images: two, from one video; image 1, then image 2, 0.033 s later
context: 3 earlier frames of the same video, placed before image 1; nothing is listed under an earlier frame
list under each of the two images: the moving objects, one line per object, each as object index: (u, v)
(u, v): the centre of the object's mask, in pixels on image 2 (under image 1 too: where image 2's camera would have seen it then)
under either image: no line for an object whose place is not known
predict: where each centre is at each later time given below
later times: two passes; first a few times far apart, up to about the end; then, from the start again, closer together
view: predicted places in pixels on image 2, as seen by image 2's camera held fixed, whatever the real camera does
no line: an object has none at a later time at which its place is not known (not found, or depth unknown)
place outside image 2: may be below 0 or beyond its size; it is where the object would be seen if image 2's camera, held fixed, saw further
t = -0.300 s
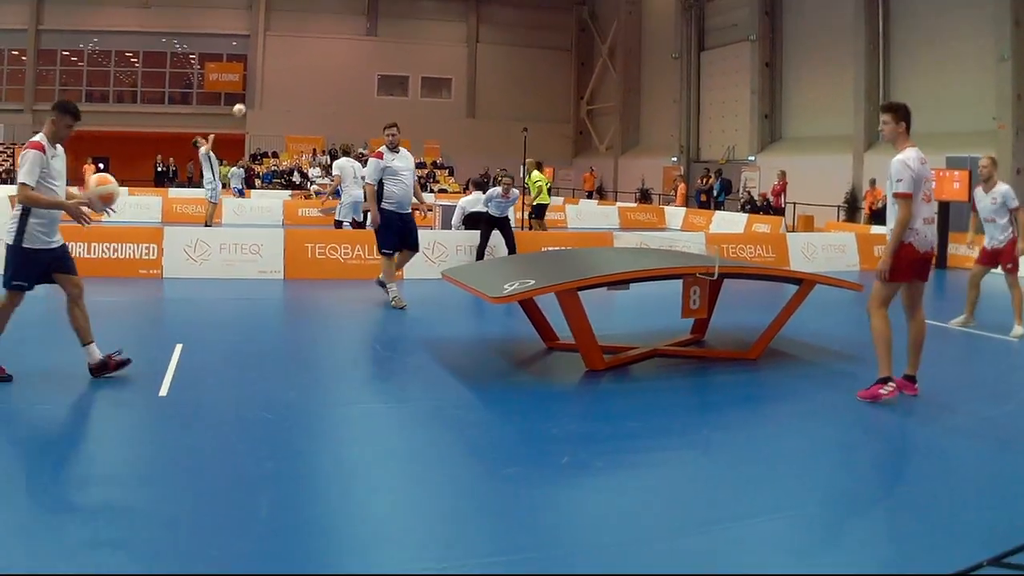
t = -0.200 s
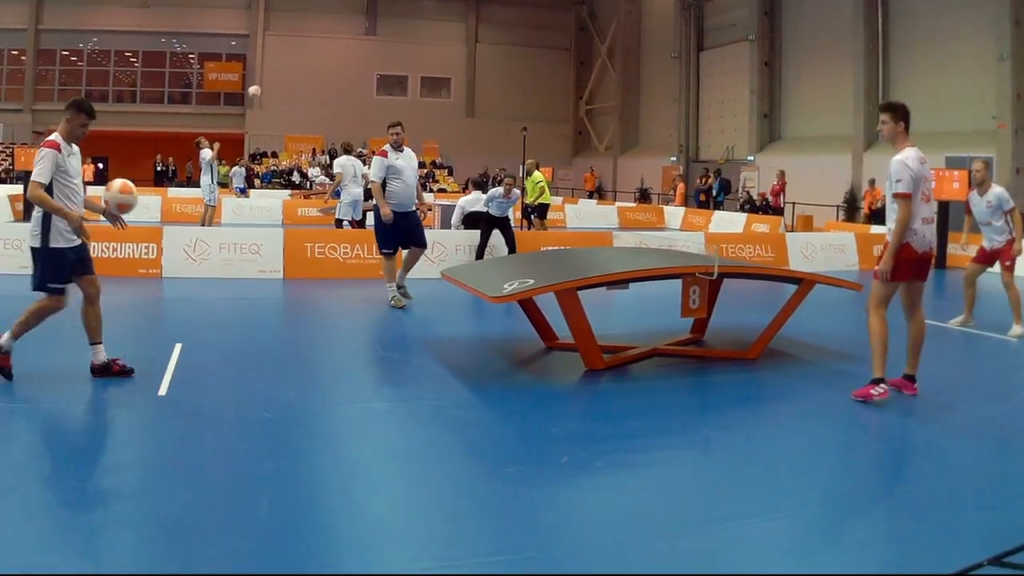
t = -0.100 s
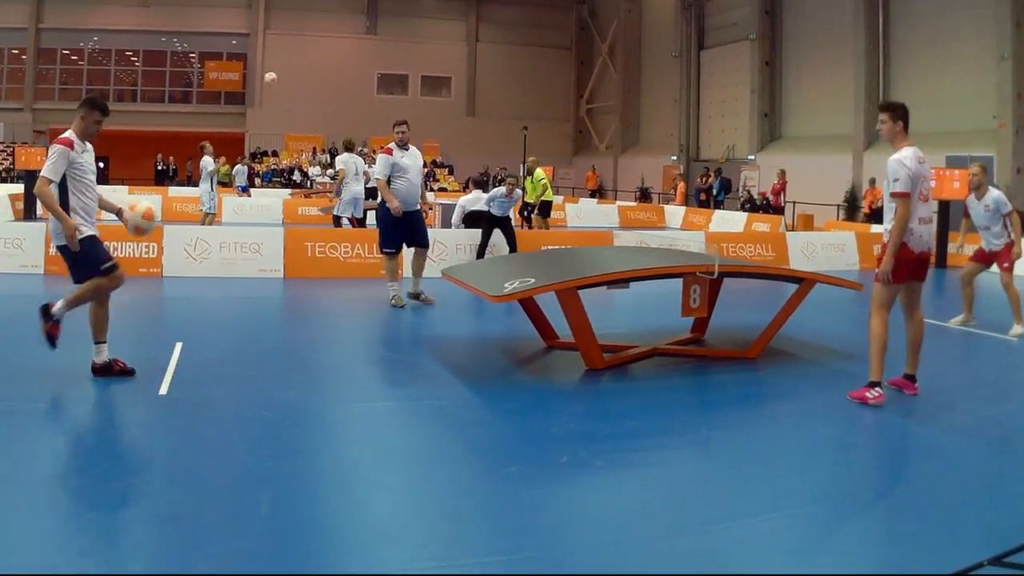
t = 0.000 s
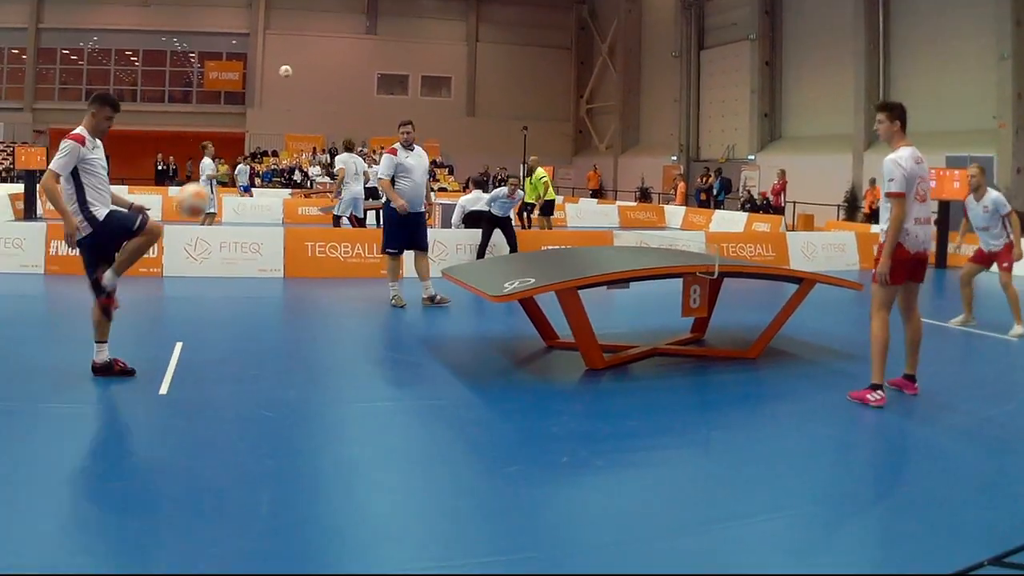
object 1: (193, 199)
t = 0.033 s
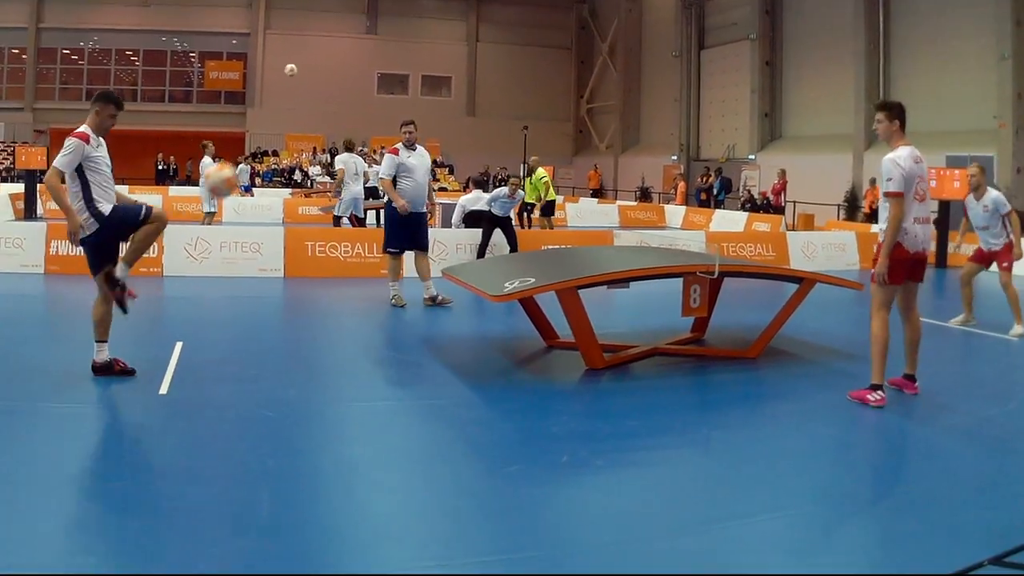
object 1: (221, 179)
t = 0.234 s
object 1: (380, 100)
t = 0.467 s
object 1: (548, 92)
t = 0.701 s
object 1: (686, 159)
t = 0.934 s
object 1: (797, 239)
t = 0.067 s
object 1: (247, 162)
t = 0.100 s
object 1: (275, 146)
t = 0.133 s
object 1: (301, 132)
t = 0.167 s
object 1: (328, 119)
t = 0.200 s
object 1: (354, 109)
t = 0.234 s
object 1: (380, 100)
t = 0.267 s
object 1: (405, 92)
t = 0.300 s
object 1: (432, 88)
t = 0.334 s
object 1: (456, 86)
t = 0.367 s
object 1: (479, 85)
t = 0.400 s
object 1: (503, 86)
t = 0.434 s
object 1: (525, 88)
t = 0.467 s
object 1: (548, 92)
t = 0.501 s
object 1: (570, 97)
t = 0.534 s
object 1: (590, 104)
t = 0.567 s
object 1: (611, 112)
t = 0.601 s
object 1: (631, 121)
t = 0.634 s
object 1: (650, 133)
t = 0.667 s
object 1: (670, 146)
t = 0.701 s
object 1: (686, 159)
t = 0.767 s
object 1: (720, 189)
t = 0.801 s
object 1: (736, 206)
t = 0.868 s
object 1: (766, 243)
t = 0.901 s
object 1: (782, 248)
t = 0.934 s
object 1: (797, 239)
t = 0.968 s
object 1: (811, 230)
